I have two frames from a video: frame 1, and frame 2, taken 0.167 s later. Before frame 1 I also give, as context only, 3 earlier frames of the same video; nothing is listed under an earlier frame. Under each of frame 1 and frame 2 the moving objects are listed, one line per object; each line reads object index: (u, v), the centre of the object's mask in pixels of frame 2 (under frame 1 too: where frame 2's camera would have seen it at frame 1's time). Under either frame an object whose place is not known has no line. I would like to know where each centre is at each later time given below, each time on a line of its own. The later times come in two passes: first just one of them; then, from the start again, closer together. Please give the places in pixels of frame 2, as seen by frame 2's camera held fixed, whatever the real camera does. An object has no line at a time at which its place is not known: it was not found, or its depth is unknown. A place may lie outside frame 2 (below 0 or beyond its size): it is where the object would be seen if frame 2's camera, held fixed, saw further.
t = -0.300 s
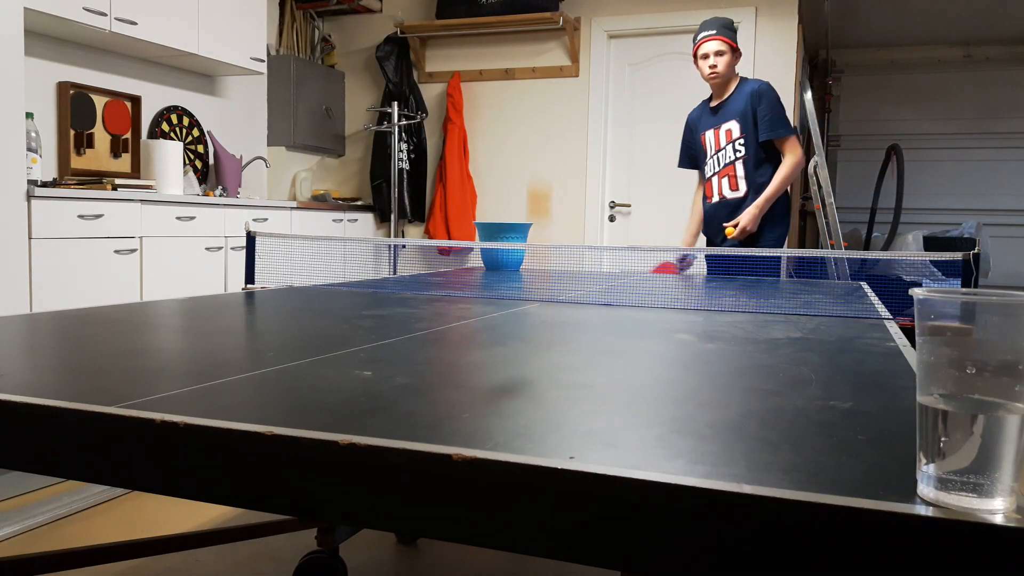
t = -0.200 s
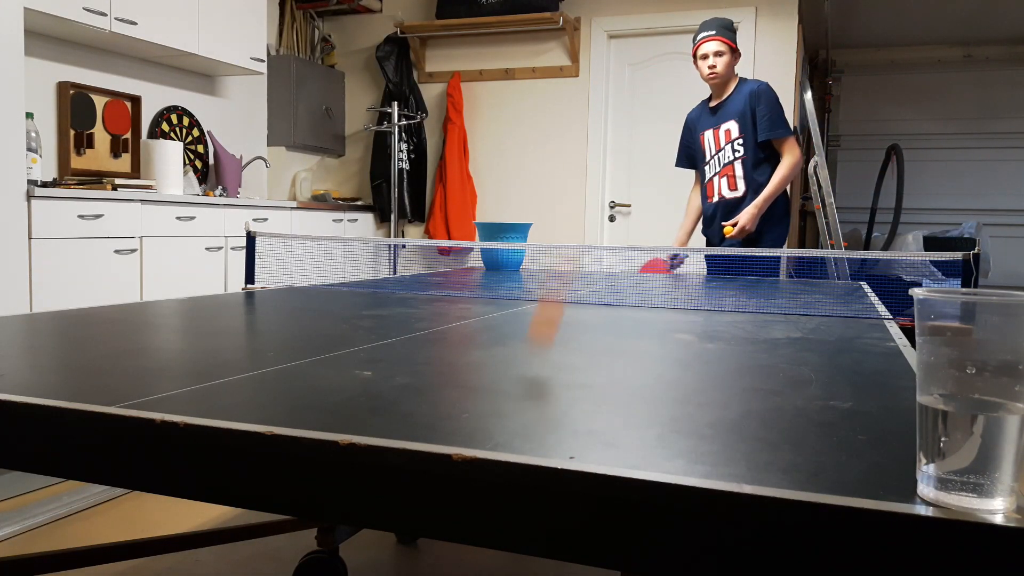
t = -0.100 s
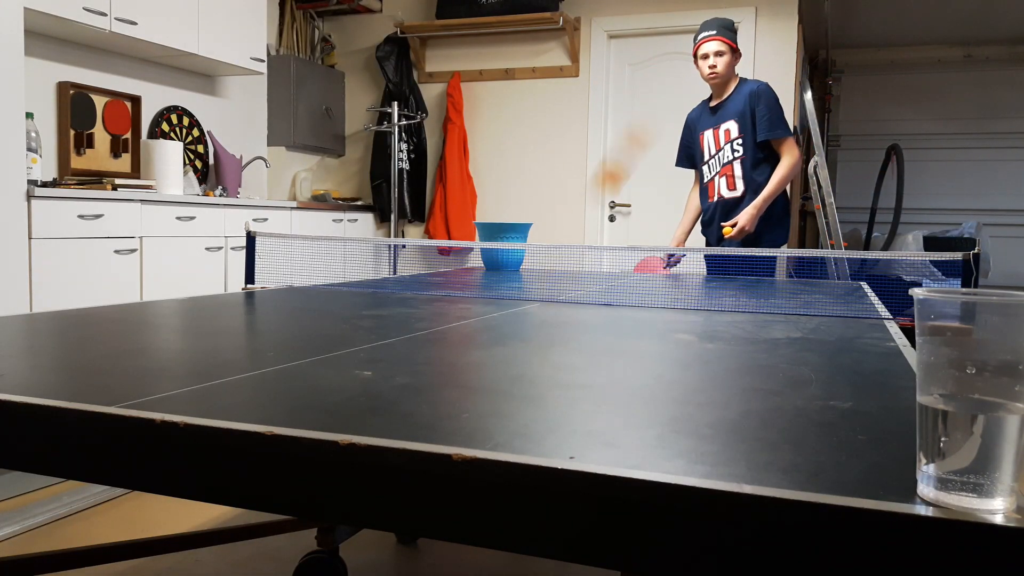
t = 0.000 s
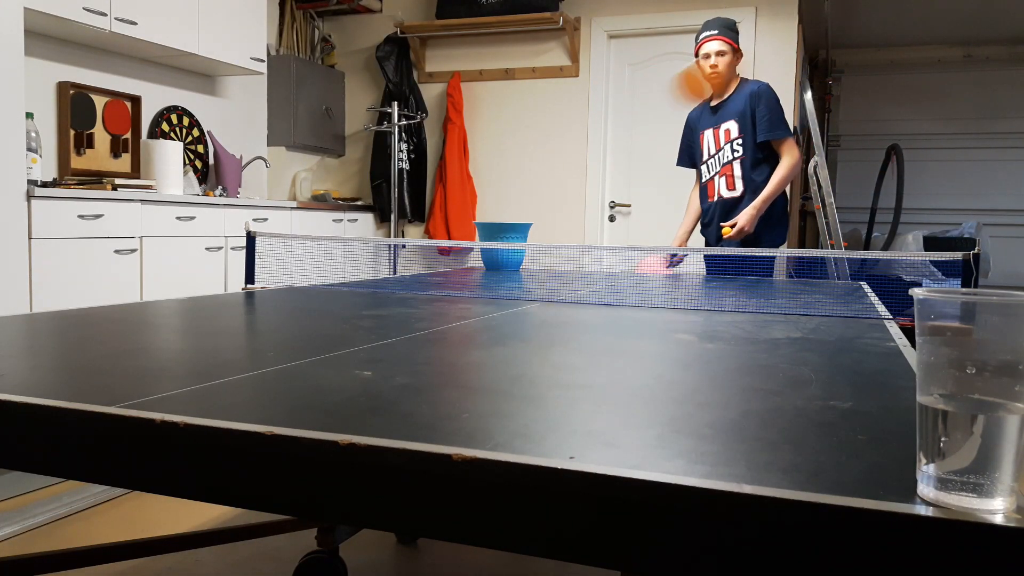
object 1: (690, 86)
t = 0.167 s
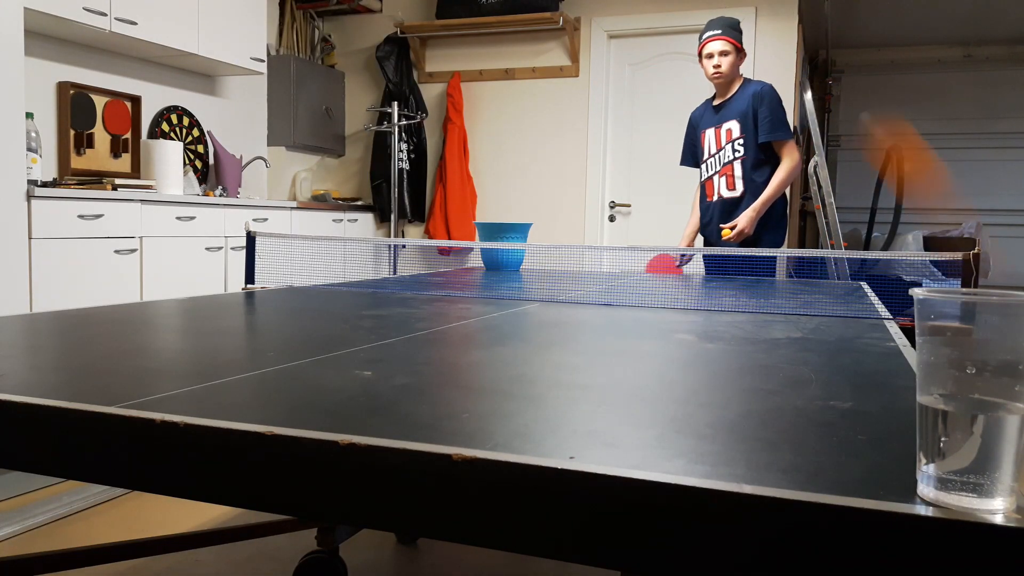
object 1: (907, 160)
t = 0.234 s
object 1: (1002, 304)
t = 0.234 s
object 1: (1002, 304)
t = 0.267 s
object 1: (976, 338)
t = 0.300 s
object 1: (951, 382)
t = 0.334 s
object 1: (958, 398)
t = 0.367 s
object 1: (961, 400)
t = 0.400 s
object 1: (962, 395)
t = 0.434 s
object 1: (964, 387)
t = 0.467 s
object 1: (963, 385)
